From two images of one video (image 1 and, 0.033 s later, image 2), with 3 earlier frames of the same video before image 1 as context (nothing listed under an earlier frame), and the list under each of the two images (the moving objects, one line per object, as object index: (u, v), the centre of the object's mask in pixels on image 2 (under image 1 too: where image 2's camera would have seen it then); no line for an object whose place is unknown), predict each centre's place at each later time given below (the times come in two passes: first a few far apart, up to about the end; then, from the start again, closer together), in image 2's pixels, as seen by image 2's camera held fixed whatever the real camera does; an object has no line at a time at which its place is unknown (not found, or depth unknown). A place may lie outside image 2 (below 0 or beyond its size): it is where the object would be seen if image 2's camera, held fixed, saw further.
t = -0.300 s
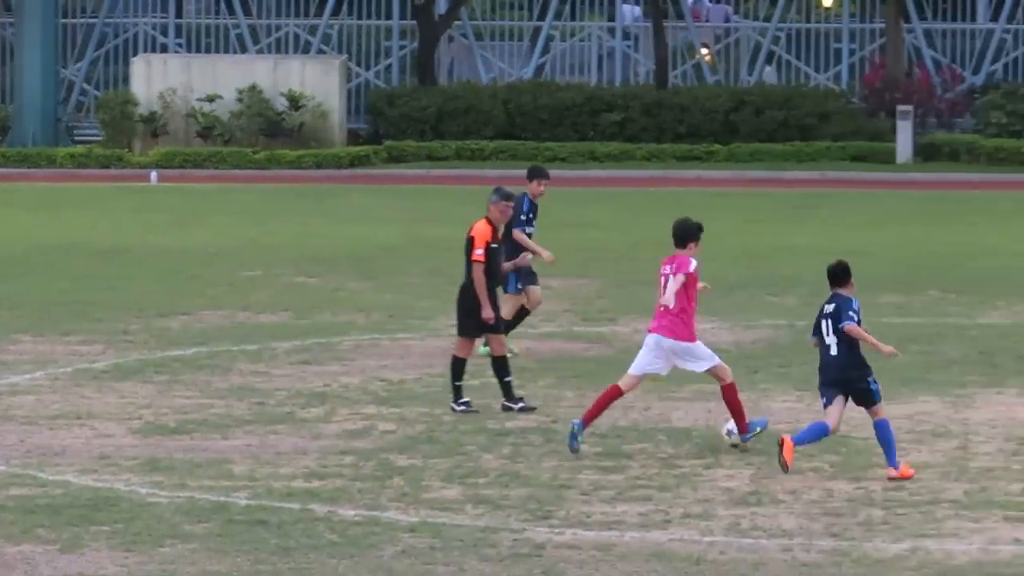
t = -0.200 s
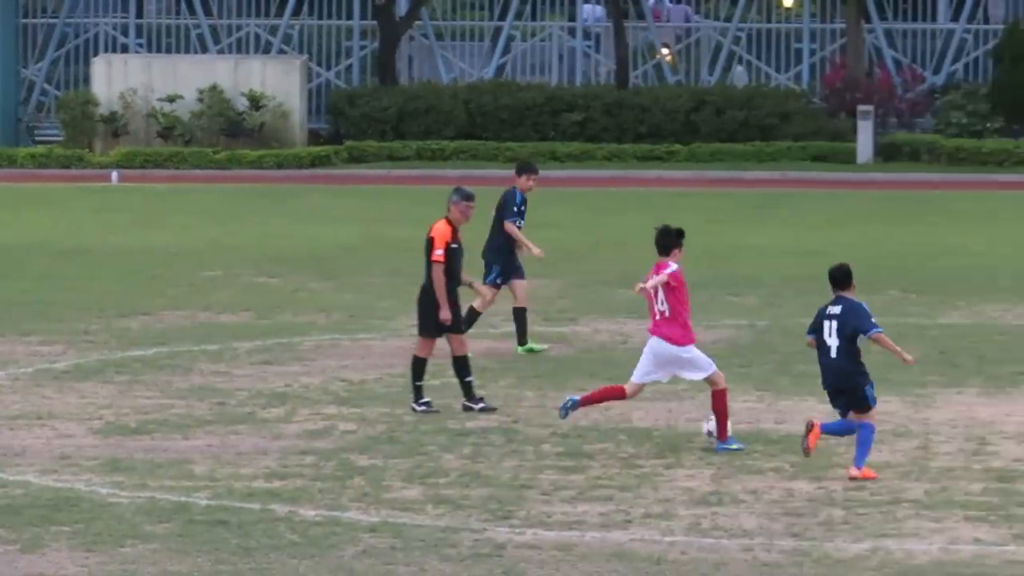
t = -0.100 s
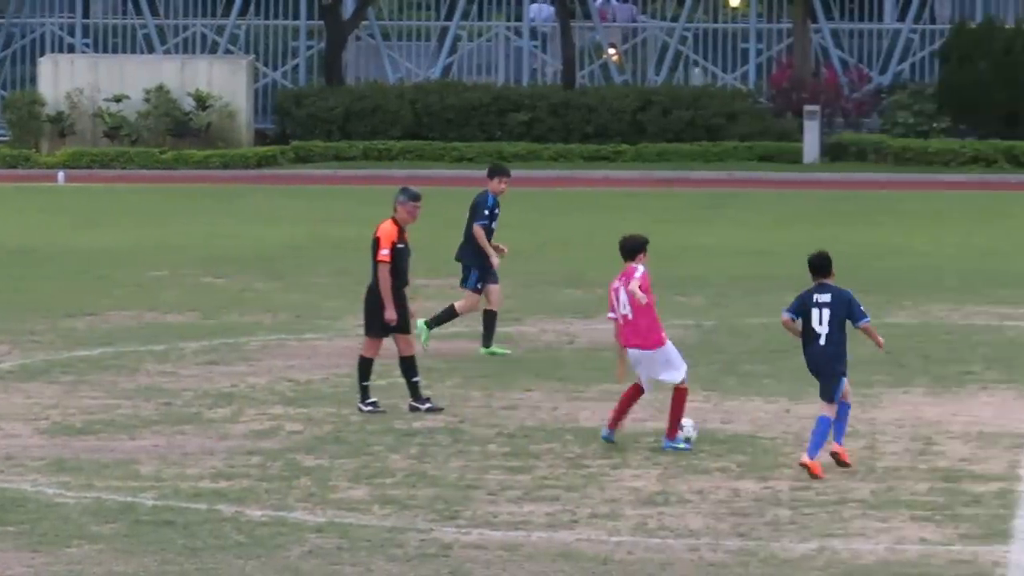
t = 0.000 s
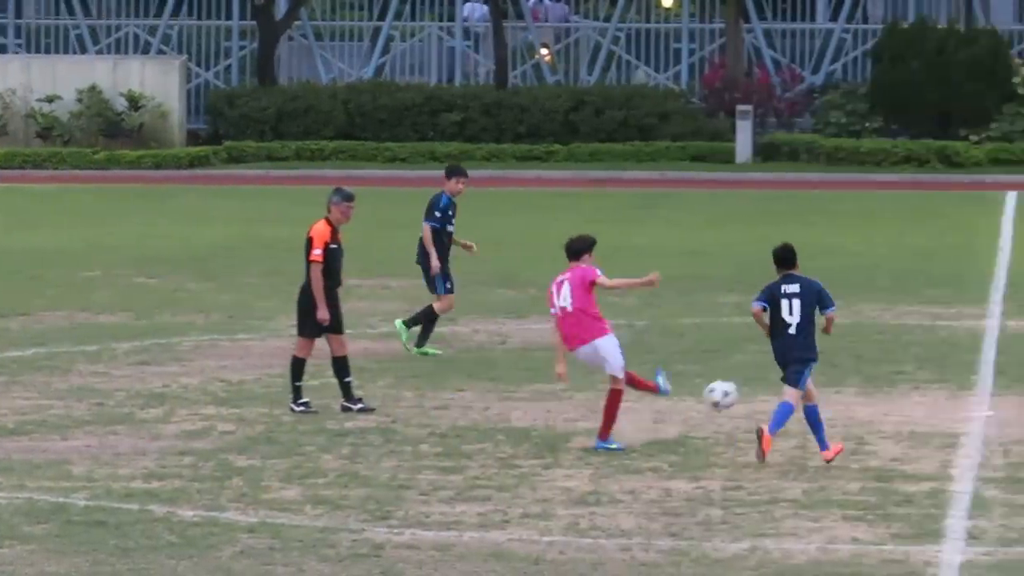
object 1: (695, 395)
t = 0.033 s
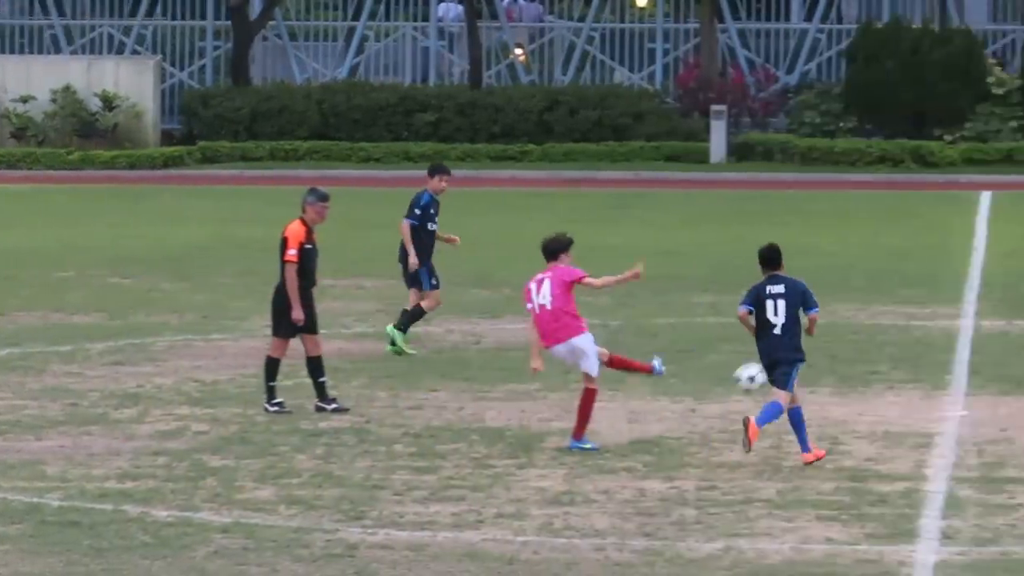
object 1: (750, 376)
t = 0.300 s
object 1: (1198, 288)
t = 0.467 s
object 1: (1509, 286)
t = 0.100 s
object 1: (862, 346)
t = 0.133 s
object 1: (919, 332)
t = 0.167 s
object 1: (973, 320)
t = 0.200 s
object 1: (1028, 309)
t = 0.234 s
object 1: (1084, 300)
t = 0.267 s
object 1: (1141, 293)
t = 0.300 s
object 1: (1198, 288)
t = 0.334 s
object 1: (1256, 284)
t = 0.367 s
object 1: (1317, 281)
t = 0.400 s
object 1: (1380, 281)
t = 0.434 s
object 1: (1444, 283)
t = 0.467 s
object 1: (1509, 286)
